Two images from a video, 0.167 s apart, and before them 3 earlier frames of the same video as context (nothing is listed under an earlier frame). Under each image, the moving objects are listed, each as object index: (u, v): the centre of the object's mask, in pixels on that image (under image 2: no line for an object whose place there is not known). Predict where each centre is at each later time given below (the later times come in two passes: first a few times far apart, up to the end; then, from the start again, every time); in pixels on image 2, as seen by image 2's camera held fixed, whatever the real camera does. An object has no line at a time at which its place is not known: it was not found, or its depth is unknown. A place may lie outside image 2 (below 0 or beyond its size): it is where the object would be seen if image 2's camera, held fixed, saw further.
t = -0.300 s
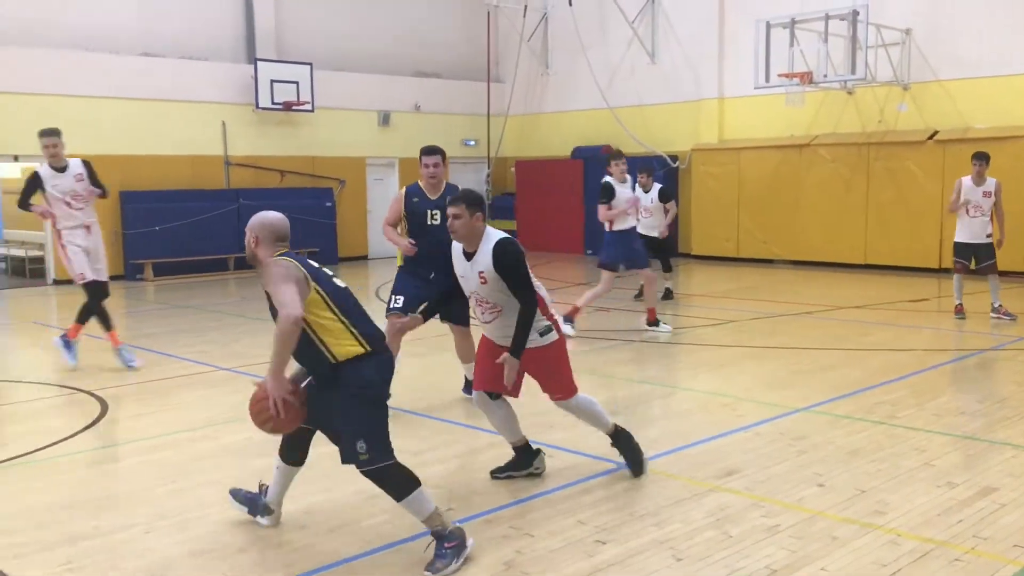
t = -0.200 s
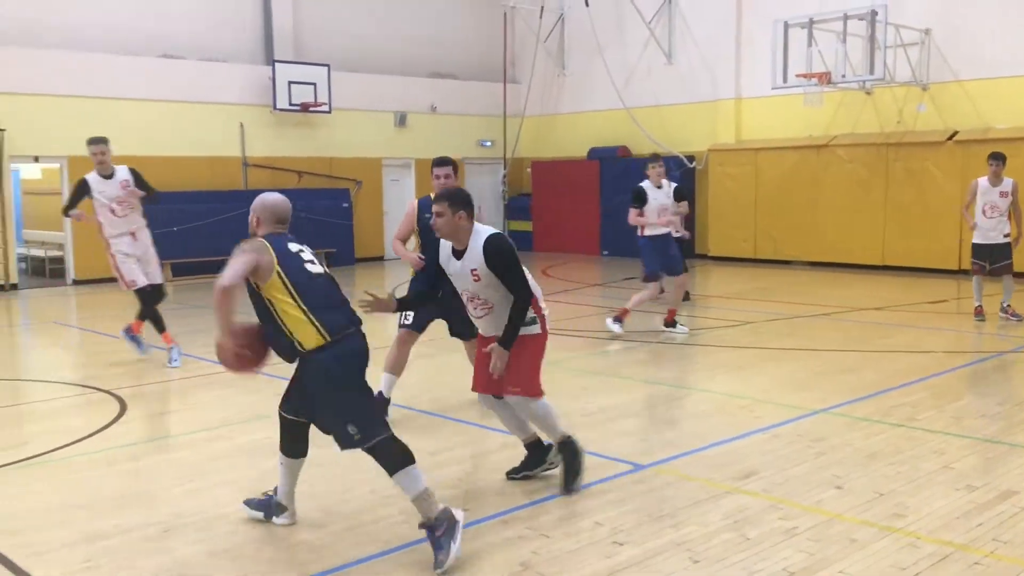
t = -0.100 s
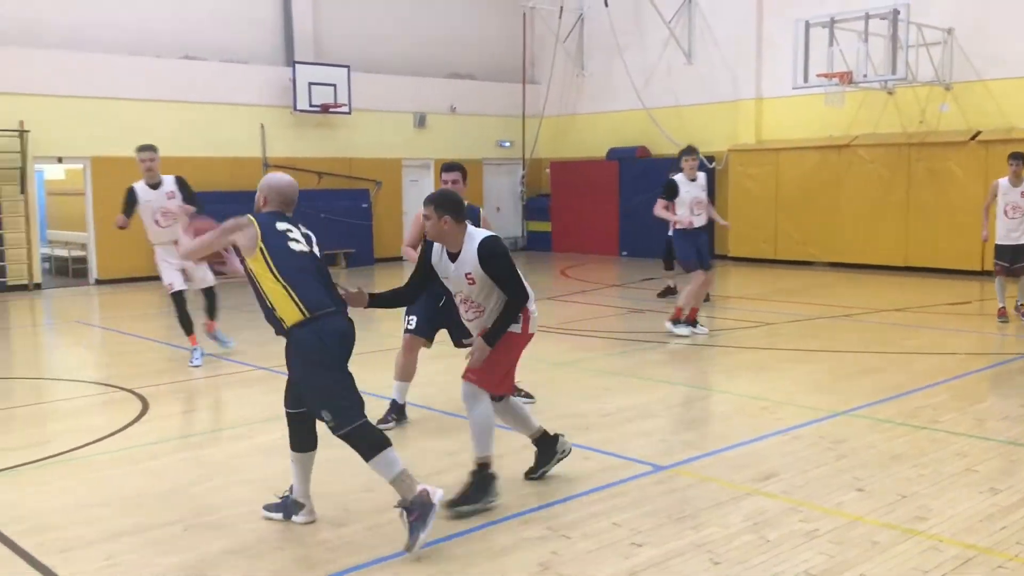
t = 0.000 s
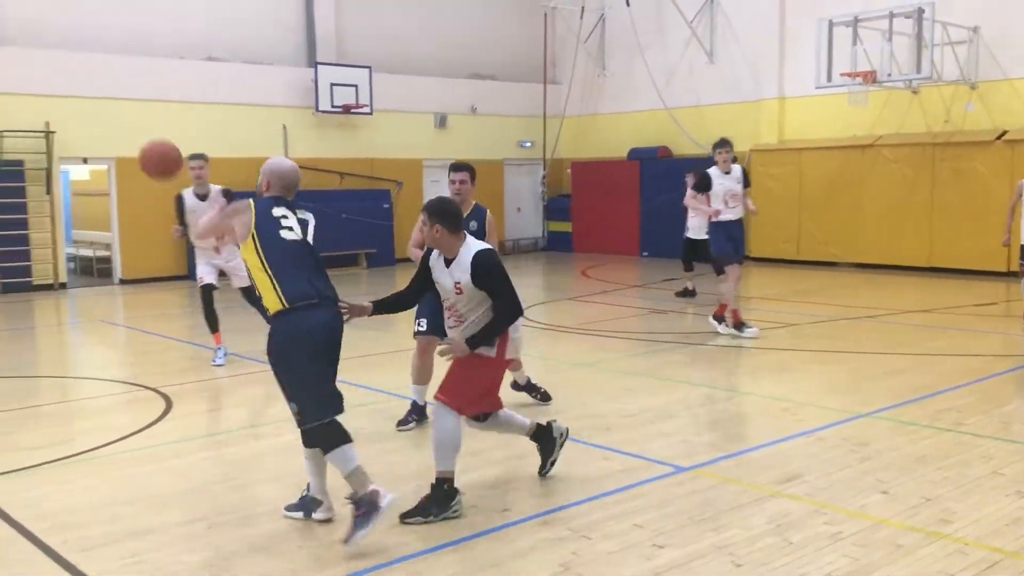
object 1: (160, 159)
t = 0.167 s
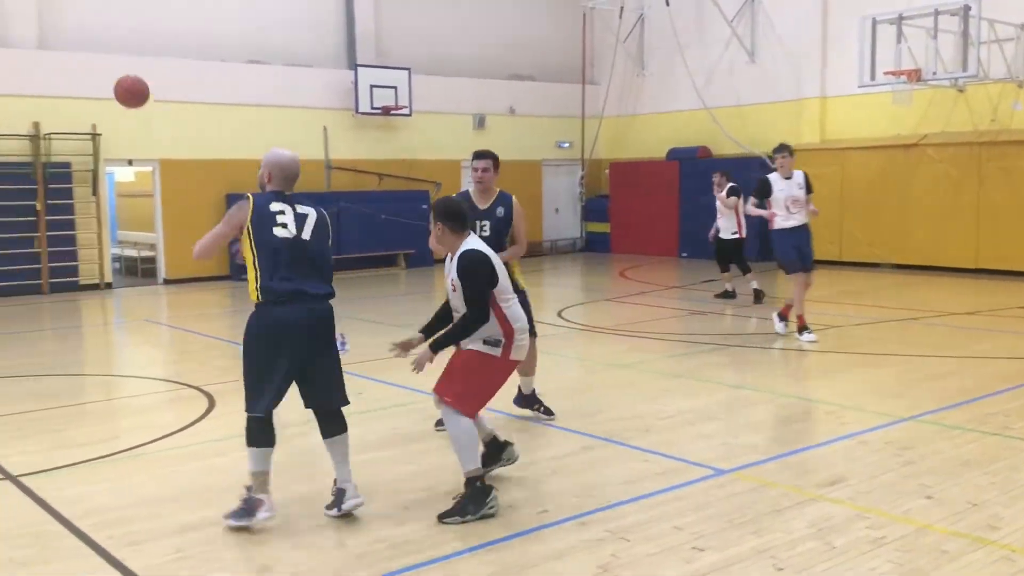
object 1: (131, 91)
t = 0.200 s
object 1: (121, 84)
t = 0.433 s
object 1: (65, 76)
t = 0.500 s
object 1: (54, 84)
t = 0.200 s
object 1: (121, 84)
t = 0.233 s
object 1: (111, 79)
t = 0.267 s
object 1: (101, 76)
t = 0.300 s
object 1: (92, 73)
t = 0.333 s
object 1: (85, 72)
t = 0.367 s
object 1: (78, 72)
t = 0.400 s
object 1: (71, 74)
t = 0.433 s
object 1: (65, 76)
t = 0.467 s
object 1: (60, 80)
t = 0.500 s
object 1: (54, 84)
